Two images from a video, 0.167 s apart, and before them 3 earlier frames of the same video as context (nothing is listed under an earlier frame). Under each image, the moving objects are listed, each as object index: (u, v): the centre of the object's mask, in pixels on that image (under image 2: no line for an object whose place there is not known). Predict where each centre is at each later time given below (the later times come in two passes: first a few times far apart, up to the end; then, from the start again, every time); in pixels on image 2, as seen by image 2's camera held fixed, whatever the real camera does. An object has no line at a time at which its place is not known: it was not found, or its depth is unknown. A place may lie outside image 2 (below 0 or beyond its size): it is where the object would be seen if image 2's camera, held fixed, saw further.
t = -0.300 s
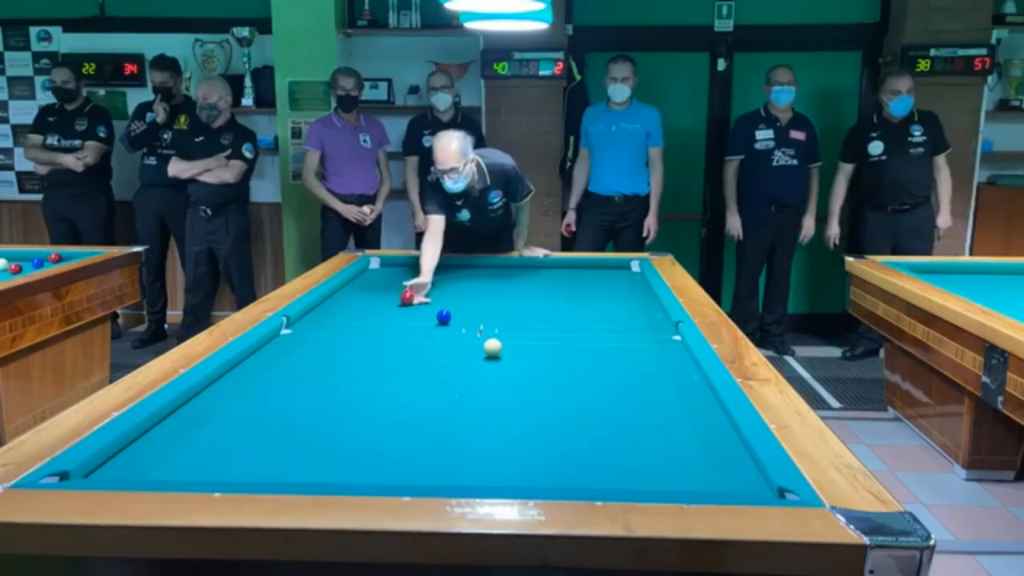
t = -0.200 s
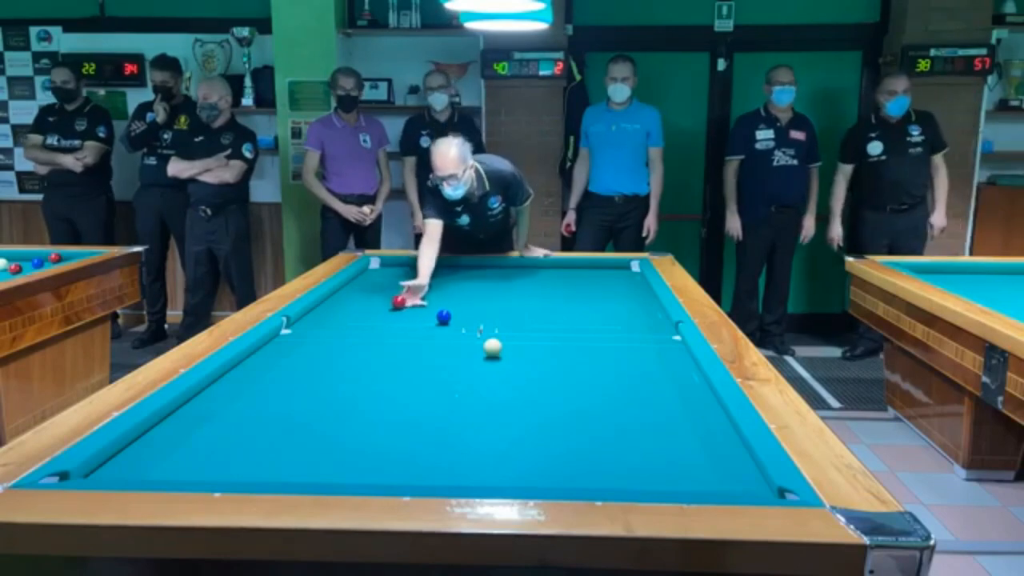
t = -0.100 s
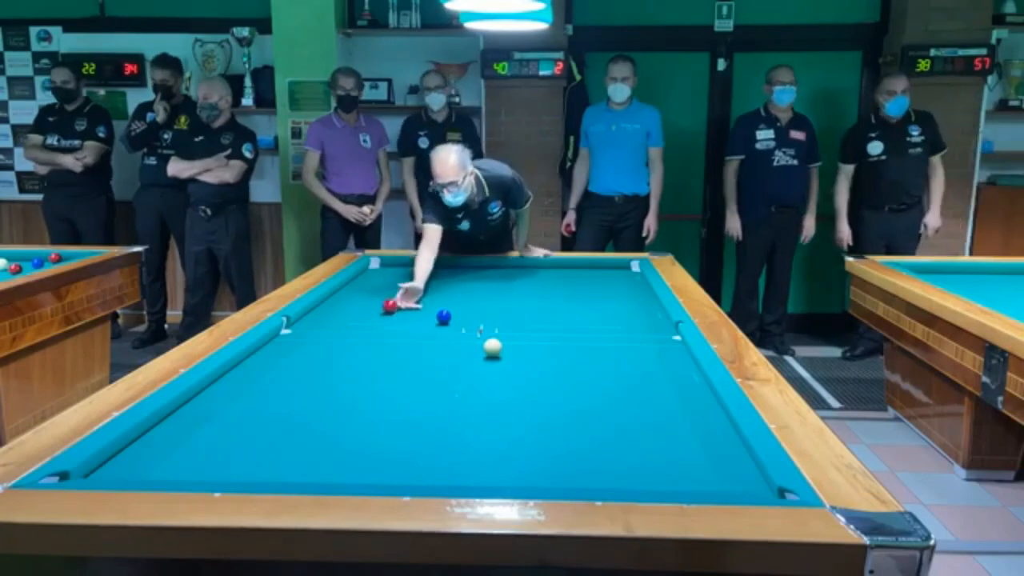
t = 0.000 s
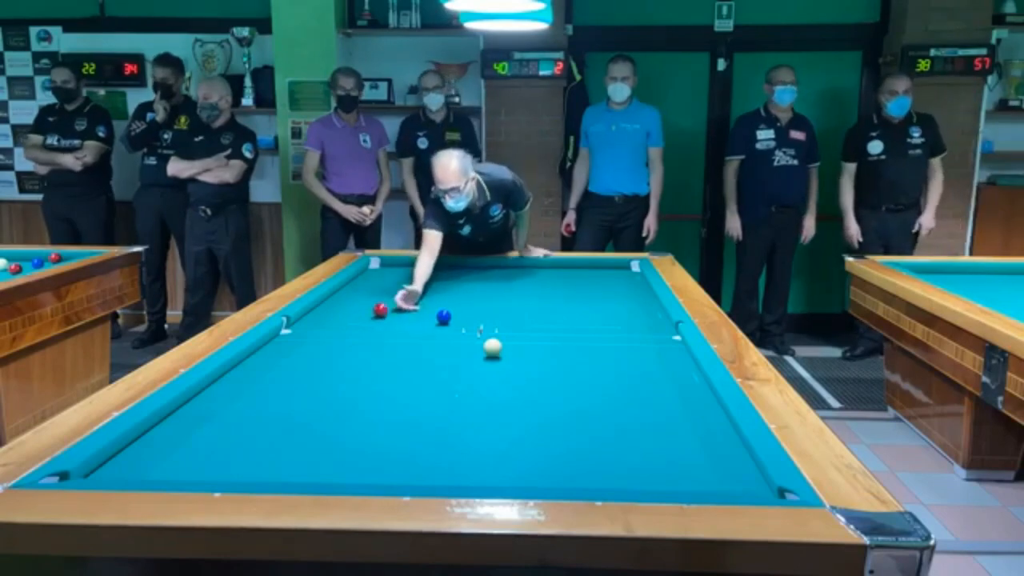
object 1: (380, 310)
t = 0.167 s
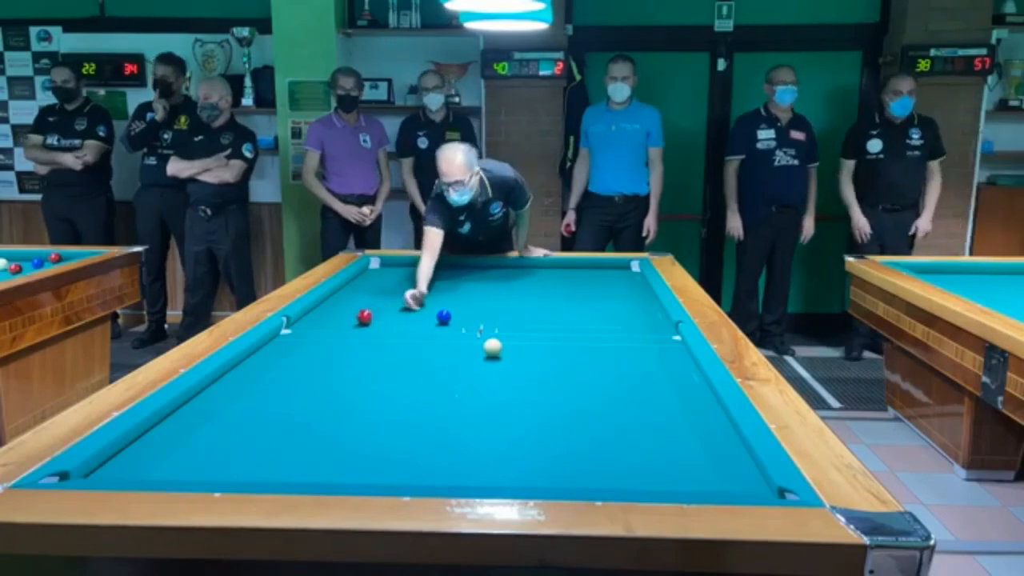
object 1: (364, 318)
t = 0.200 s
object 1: (361, 319)
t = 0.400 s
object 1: (340, 328)
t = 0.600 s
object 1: (318, 338)
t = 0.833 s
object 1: (289, 351)
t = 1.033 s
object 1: (262, 363)
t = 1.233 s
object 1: (233, 376)
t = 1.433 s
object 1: (209, 389)
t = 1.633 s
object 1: (197, 404)
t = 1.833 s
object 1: (183, 420)
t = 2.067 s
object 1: (166, 440)
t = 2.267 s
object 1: (149, 460)
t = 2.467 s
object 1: (132, 472)
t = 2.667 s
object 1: (149, 469)
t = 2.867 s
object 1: (171, 462)
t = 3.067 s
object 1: (192, 450)
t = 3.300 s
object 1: (213, 438)
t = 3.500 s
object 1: (230, 429)
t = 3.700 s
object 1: (245, 420)
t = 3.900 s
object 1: (259, 412)
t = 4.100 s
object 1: (272, 405)
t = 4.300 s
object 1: (284, 398)
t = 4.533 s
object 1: (297, 391)
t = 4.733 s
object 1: (307, 386)
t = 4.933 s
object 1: (317, 380)
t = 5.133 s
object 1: (325, 376)
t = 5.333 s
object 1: (333, 371)
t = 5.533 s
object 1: (341, 367)
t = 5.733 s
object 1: (347, 363)
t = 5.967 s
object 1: (355, 359)
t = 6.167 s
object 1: (361, 355)
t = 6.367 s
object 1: (367, 352)
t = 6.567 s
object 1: (372, 349)
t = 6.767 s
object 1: (377, 347)
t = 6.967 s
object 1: (381, 344)
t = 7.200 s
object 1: (385, 342)
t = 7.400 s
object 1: (389, 339)
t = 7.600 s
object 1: (392, 338)
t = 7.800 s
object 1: (395, 336)
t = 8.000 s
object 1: (398, 334)
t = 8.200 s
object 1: (400, 333)
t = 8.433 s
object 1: (403, 331)
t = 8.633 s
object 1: (405, 330)
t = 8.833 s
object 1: (407, 329)
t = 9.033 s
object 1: (408, 329)
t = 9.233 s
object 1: (409, 328)
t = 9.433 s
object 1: (410, 327)
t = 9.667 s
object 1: (410, 326)
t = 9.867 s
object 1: (411, 326)
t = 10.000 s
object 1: (411, 326)
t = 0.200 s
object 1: (361, 319)
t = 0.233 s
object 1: (357, 320)
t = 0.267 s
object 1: (354, 322)
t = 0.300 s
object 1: (351, 323)
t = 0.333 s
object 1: (347, 325)
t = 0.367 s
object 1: (343, 326)
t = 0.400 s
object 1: (340, 328)
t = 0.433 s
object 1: (337, 330)
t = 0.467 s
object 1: (333, 331)
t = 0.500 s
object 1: (329, 333)
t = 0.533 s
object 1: (325, 335)
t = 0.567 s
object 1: (322, 336)
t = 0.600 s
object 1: (318, 338)
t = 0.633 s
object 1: (314, 339)
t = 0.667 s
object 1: (310, 341)
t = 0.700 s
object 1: (306, 343)
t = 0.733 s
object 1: (302, 345)
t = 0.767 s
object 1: (298, 347)
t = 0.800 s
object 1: (293, 349)
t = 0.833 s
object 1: (289, 351)
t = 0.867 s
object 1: (285, 352)
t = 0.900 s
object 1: (280, 355)
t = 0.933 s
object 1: (276, 356)
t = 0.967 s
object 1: (271, 358)
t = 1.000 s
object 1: (267, 361)
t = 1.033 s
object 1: (262, 363)
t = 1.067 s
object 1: (257, 365)
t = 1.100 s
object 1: (253, 367)
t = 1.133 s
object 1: (248, 369)
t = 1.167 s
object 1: (243, 371)
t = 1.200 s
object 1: (238, 373)
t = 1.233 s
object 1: (233, 376)
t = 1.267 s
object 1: (228, 378)
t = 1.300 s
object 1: (222, 381)
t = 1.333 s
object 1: (217, 383)
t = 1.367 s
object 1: (212, 385)
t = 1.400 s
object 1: (211, 387)
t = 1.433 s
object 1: (209, 389)
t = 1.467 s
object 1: (207, 392)
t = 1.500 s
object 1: (205, 394)
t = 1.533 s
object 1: (203, 396)
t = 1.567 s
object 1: (201, 399)
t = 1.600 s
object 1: (199, 402)
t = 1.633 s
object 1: (197, 404)
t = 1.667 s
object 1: (195, 406)
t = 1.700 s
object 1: (192, 409)
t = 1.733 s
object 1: (190, 412)
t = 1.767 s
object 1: (188, 414)
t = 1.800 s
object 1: (186, 417)
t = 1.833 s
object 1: (183, 420)
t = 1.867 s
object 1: (181, 422)
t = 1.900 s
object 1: (179, 425)
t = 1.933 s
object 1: (176, 428)
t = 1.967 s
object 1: (174, 431)
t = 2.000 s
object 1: (171, 434)
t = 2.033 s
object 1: (169, 437)
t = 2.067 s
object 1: (166, 440)
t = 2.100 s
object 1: (163, 443)
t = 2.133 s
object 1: (161, 447)
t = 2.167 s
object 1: (158, 450)
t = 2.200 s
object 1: (155, 453)
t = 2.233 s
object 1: (152, 457)
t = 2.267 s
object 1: (149, 460)
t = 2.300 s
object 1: (147, 463)
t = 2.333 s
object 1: (144, 465)
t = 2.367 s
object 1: (141, 467)
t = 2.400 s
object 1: (138, 469)
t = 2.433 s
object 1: (135, 471)
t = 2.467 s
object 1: (132, 472)
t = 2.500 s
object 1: (130, 474)
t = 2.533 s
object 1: (132, 474)
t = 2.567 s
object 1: (136, 473)
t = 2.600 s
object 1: (141, 472)
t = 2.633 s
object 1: (145, 470)
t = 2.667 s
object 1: (149, 469)
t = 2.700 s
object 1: (153, 468)
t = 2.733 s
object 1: (156, 467)
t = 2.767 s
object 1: (160, 466)
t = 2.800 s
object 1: (164, 465)
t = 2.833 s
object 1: (168, 463)
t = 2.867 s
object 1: (171, 462)
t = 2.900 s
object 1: (175, 459)
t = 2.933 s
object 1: (178, 458)
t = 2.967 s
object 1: (182, 456)
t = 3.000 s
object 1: (185, 454)
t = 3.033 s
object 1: (189, 452)
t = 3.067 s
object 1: (192, 450)
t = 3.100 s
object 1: (195, 448)
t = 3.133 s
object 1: (198, 447)
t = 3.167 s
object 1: (201, 445)
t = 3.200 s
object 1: (205, 443)
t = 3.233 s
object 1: (208, 442)
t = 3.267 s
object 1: (211, 440)
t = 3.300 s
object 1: (213, 438)
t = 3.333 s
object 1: (217, 437)
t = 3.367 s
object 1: (220, 435)
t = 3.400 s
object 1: (222, 433)
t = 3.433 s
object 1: (225, 432)
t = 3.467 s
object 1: (227, 430)
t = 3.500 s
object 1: (230, 429)
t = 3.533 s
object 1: (233, 427)
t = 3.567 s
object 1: (235, 426)
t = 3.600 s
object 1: (238, 424)
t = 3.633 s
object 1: (240, 423)
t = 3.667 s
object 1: (243, 422)
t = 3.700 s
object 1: (245, 420)
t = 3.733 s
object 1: (248, 419)
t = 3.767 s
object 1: (250, 417)
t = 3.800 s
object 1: (252, 416)
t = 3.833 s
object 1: (255, 415)
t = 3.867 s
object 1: (257, 414)
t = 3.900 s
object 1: (259, 412)
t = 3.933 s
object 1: (262, 411)
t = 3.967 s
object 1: (264, 410)
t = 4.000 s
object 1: (266, 409)
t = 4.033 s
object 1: (268, 407)
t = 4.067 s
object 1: (270, 406)
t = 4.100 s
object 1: (272, 405)
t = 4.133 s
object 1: (274, 404)
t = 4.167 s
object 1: (276, 403)
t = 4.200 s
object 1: (278, 402)
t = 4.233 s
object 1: (280, 400)
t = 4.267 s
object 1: (282, 400)
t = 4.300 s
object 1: (284, 398)
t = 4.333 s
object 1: (286, 397)
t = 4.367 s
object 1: (288, 396)
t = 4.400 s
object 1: (290, 395)
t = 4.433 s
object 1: (292, 394)
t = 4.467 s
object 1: (294, 393)
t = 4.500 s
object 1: (295, 392)
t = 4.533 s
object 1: (297, 391)
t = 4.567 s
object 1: (299, 390)
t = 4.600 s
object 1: (300, 389)
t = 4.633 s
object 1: (302, 388)
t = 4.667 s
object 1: (304, 387)
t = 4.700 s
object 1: (306, 387)
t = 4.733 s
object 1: (307, 386)
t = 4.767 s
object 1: (309, 385)
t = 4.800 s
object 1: (310, 384)
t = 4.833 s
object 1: (312, 383)
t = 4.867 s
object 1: (314, 382)
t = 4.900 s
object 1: (315, 381)
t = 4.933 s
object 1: (317, 380)
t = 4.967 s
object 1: (318, 380)
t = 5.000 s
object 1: (319, 379)
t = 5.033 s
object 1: (321, 378)
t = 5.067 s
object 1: (322, 377)
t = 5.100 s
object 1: (324, 376)
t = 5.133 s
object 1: (325, 376)
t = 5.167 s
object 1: (326, 375)
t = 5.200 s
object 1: (328, 374)
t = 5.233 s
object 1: (329, 373)
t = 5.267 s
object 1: (331, 373)
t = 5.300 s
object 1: (332, 372)
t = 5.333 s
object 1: (333, 371)
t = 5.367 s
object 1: (334, 370)
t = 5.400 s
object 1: (336, 370)
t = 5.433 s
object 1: (337, 369)
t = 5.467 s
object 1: (338, 368)
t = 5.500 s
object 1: (339, 367)
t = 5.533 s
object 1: (341, 367)
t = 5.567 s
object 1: (342, 366)
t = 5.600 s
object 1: (343, 365)
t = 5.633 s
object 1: (344, 365)
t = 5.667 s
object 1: (345, 364)
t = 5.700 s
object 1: (347, 363)
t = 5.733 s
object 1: (347, 363)
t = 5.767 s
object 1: (348, 362)
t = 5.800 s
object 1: (350, 362)
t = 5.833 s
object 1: (351, 361)
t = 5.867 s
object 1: (352, 360)
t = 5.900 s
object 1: (353, 360)
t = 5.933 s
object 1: (354, 359)
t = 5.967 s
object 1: (355, 359)
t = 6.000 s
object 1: (356, 358)
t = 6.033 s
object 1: (357, 357)
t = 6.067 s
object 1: (358, 357)
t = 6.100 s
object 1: (360, 357)
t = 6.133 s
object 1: (360, 356)
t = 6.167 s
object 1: (361, 355)
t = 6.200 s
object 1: (362, 355)
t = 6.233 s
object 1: (363, 354)
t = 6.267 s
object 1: (364, 354)
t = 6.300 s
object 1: (365, 353)
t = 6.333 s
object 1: (366, 353)
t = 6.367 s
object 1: (367, 352)
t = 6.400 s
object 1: (368, 352)
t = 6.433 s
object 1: (369, 351)
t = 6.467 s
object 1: (370, 351)
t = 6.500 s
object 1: (371, 350)
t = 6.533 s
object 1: (371, 350)
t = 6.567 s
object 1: (372, 349)
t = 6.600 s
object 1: (373, 349)
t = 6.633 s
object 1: (374, 348)
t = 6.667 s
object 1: (375, 348)
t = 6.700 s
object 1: (375, 348)
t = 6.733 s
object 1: (376, 347)
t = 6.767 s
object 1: (377, 347)
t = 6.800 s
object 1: (377, 346)
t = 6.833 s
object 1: (378, 346)
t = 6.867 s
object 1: (379, 345)
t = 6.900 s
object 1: (380, 345)
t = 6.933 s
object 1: (380, 345)
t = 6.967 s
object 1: (381, 344)
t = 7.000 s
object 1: (381, 344)
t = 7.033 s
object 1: (382, 343)
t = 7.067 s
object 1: (383, 343)
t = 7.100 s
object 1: (383, 343)
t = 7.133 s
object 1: (384, 342)
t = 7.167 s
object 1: (385, 342)
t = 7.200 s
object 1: (385, 342)
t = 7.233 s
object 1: (386, 341)
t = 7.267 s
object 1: (386, 341)
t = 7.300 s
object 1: (387, 340)
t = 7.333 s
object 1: (388, 340)
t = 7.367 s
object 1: (388, 340)
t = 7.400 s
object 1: (389, 339)
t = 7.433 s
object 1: (389, 339)
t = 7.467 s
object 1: (390, 339)
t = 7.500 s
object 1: (391, 338)
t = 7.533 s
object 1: (391, 338)
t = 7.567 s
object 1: (392, 338)
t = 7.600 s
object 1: (392, 338)
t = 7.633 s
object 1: (393, 337)
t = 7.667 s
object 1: (393, 337)
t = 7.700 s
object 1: (394, 337)
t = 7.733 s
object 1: (394, 337)
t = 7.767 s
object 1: (395, 336)
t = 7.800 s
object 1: (395, 336)
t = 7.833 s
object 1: (396, 336)
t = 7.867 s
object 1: (396, 335)
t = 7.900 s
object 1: (397, 335)
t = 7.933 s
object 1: (397, 335)
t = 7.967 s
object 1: (398, 335)
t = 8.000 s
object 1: (398, 334)
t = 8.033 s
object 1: (399, 334)
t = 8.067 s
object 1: (399, 334)
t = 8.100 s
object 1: (399, 334)
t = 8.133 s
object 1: (400, 333)
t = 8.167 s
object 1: (400, 333)
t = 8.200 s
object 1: (400, 333)
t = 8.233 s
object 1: (401, 333)
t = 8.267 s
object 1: (401, 332)
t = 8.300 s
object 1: (401, 332)
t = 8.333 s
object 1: (402, 332)
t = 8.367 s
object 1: (402, 332)
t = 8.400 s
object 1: (402, 331)
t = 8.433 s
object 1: (403, 331)
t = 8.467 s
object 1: (403, 331)
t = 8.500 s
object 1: (403, 331)
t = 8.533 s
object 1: (404, 331)
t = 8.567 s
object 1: (404, 331)
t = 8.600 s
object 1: (404, 330)
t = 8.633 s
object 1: (405, 330)
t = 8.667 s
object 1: (405, 330)
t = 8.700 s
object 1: (405, 330)
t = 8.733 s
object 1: (406, 330)
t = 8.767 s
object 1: (406, 330)
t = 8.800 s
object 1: (406, 329)
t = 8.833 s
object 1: (407, 329)
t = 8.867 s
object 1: (407, 329)
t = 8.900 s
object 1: (407, 329)
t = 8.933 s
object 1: (407, 329)
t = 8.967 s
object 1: (408, 329)
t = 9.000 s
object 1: (408, 329)
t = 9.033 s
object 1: (408, 329)
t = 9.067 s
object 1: (408, 329)
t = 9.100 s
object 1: (408, 328)
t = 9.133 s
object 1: (409, 328)
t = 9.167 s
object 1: (409, 328)
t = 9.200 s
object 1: (409, 328)
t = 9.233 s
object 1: (409, 328)
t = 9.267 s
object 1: (409, 328)
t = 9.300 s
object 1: (409, 328)
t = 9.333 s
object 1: (409, 328)
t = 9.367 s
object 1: (409, 327)
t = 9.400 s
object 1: (409, 327)
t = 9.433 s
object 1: (410, 327)
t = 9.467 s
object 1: (410, 327)
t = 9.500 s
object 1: (410, 327)
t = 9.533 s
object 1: (410, 327)
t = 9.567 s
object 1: (410, 327)
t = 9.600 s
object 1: (410, 327)
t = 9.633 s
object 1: (410, 327)
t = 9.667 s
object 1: (410, 326)
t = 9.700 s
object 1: (411, 326)
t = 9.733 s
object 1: (411, 326)
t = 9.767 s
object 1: (411, 326)
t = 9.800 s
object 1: (411, 326)
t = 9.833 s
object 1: (411, 326)
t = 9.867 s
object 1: (411, 326)
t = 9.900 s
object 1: (411, 326)
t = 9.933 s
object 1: (411, 326)
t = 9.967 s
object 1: (411, 326)
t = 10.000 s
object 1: (411, 326)
